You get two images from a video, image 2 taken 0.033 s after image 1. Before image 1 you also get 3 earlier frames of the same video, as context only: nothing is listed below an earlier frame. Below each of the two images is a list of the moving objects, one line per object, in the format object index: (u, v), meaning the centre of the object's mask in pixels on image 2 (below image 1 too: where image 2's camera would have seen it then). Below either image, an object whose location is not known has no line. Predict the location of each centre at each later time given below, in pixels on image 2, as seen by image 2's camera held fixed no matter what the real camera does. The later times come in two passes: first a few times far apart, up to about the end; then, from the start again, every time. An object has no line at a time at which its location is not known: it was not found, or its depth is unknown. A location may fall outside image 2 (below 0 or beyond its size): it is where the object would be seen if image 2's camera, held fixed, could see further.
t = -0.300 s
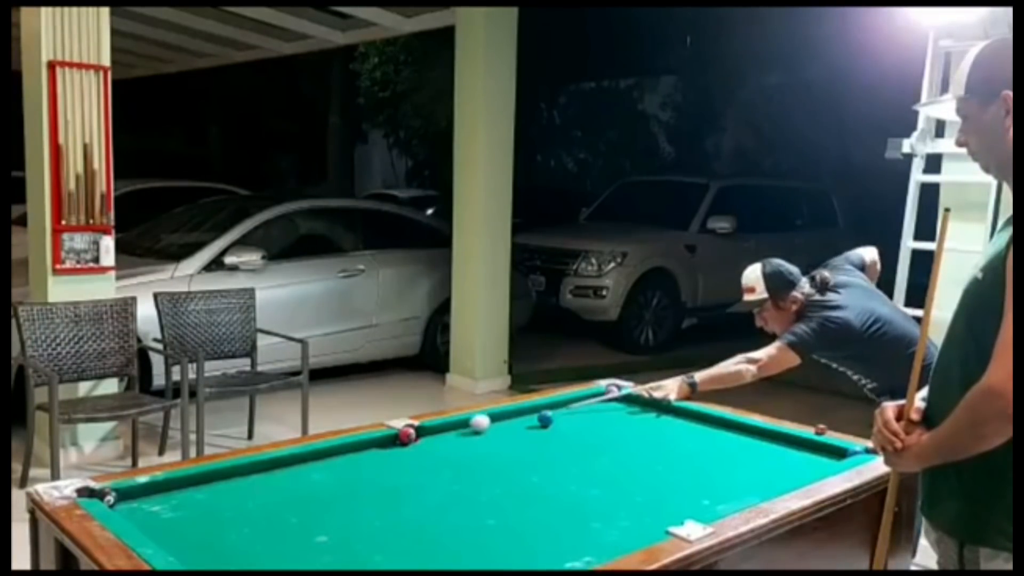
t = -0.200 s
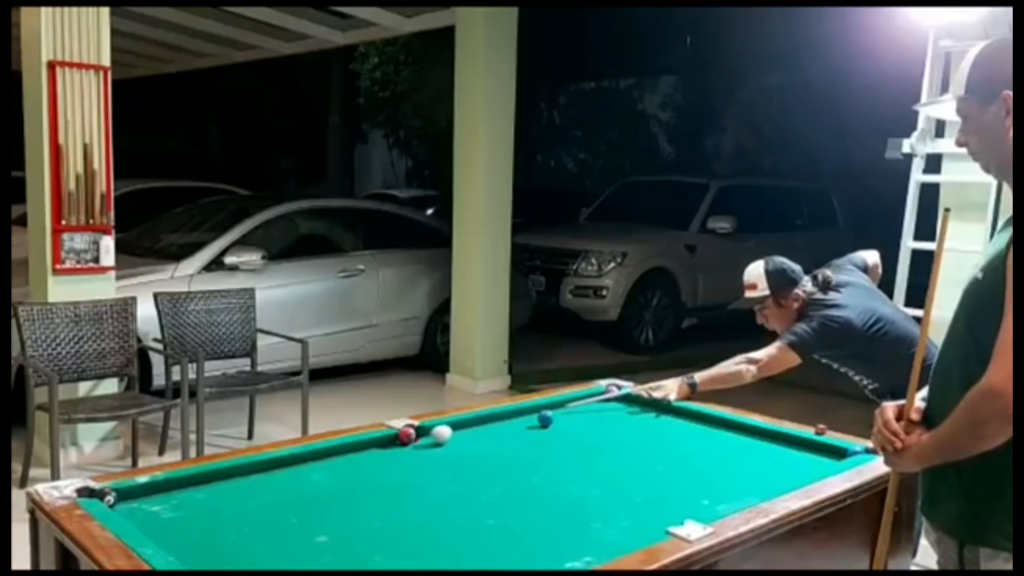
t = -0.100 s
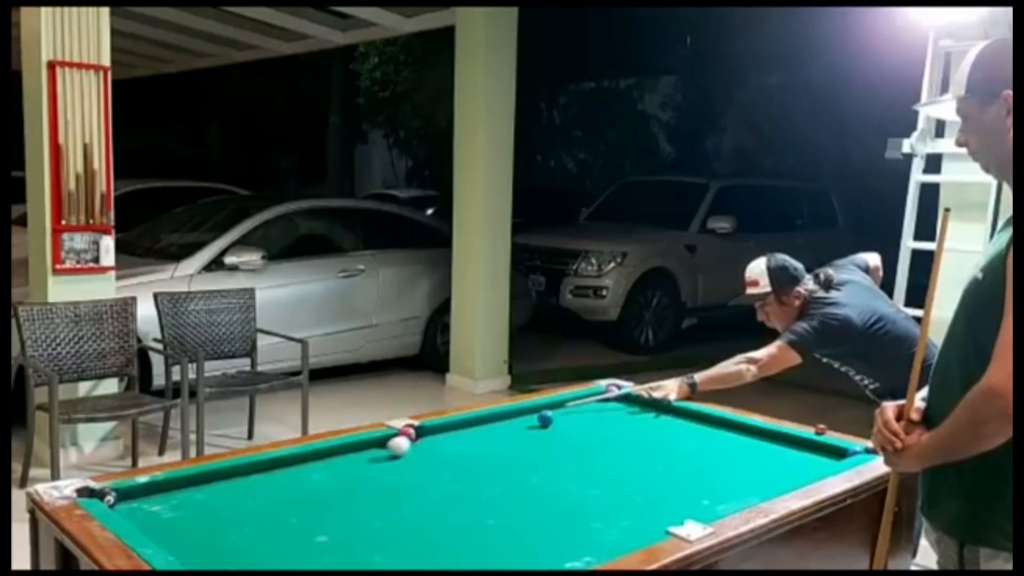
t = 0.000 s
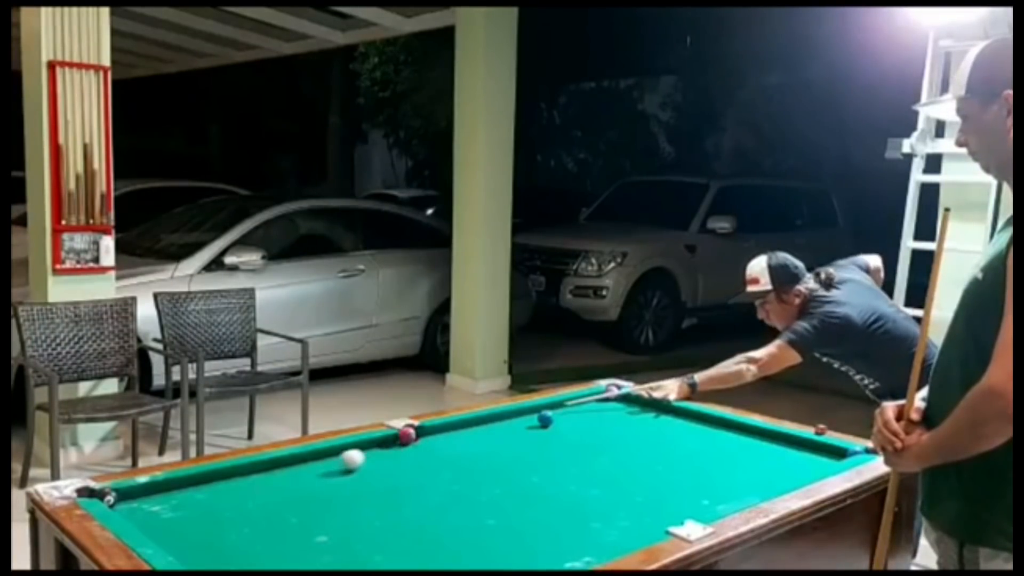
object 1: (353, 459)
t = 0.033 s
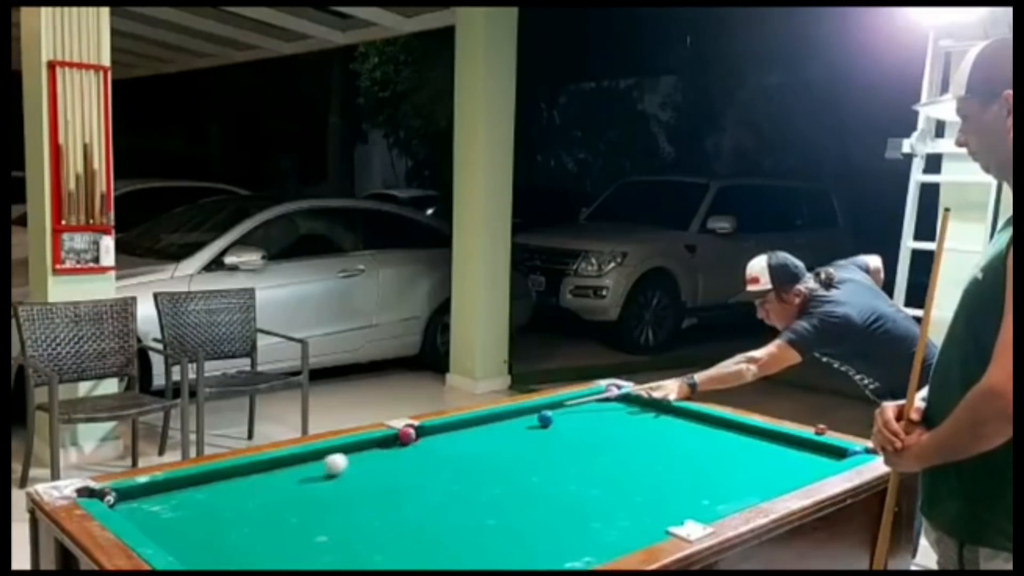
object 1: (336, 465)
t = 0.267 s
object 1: (200, 502)
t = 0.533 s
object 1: (207, 497)
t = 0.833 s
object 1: (290, 470)
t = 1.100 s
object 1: (350, 450)
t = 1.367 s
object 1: (400, 440)
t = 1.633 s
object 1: (434, 440)
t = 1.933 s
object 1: (468, 439)
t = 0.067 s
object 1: (319, 470)
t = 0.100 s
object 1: (301, 475)
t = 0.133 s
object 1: (282, 479)
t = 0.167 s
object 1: (263, 484)
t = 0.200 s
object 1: (242, 491)
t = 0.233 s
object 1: (222, 496)
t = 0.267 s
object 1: (200, 502)
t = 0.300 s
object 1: (178, 509)
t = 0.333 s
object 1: (154, 516)
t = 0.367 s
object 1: (142, 517)
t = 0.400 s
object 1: (157, 514)
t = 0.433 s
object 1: (172, 509)
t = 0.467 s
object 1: (185, 505)
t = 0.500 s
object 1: (196, 502)
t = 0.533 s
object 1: (207, 497)
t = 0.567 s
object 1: (217, 495)
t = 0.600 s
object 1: (227, 491)
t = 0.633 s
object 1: (237, 488)
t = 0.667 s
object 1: (246, 485)
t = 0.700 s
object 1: (256, 482)
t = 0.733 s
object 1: (265, 479)
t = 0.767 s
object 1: (273, 476)
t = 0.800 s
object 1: (282, 473)
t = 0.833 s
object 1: (290, 470)
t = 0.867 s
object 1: (299, 467)
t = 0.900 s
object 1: (306, 465)
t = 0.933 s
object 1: (314, 462)
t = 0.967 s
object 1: (322, 460)
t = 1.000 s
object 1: (329, 458)
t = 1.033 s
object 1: (336, 455)
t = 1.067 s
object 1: (343, 453)
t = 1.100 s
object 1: (350, 450)
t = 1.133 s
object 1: (356, 448)
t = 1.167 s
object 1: (363, 446)
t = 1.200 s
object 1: (369, 444)
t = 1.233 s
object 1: (377, 443)
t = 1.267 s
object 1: (383, 442)
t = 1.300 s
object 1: (390, 440)
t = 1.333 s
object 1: (396, 440)
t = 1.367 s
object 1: (400, 440)
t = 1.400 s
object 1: (405, 439)
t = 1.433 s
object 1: (409, 439)
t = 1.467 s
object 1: (414, 439)
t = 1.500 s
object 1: (418, 440)
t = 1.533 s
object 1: (422, 440)
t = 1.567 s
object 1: (426, 439)
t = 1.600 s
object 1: (430, 440)
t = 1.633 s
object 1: (434, 440)
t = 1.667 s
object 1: (438, 439)
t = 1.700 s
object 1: (442, 439)
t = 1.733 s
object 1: (446, 440)
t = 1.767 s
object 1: (450, 439)
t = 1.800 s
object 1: (453, 440)
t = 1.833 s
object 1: (457, 440)
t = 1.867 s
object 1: (461, 439)
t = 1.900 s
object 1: (464, 439)
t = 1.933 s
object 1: (468, 439)
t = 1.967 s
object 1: (471, 440)
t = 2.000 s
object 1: (474, 440)
